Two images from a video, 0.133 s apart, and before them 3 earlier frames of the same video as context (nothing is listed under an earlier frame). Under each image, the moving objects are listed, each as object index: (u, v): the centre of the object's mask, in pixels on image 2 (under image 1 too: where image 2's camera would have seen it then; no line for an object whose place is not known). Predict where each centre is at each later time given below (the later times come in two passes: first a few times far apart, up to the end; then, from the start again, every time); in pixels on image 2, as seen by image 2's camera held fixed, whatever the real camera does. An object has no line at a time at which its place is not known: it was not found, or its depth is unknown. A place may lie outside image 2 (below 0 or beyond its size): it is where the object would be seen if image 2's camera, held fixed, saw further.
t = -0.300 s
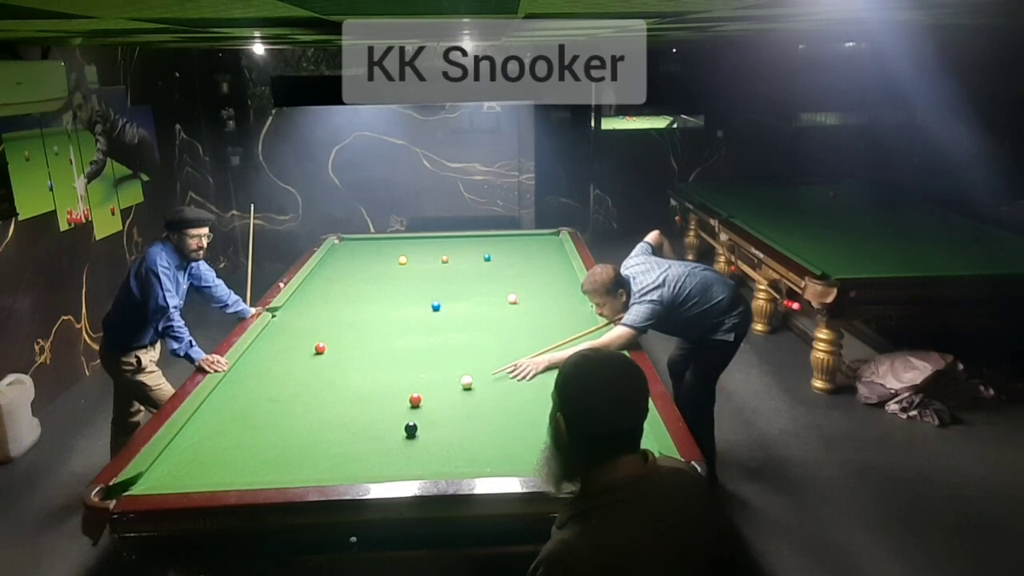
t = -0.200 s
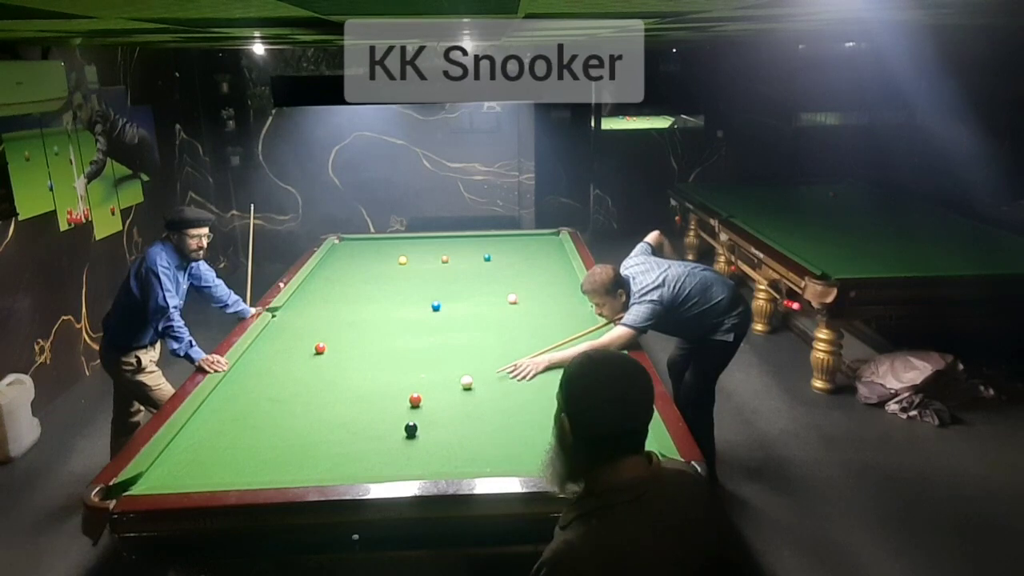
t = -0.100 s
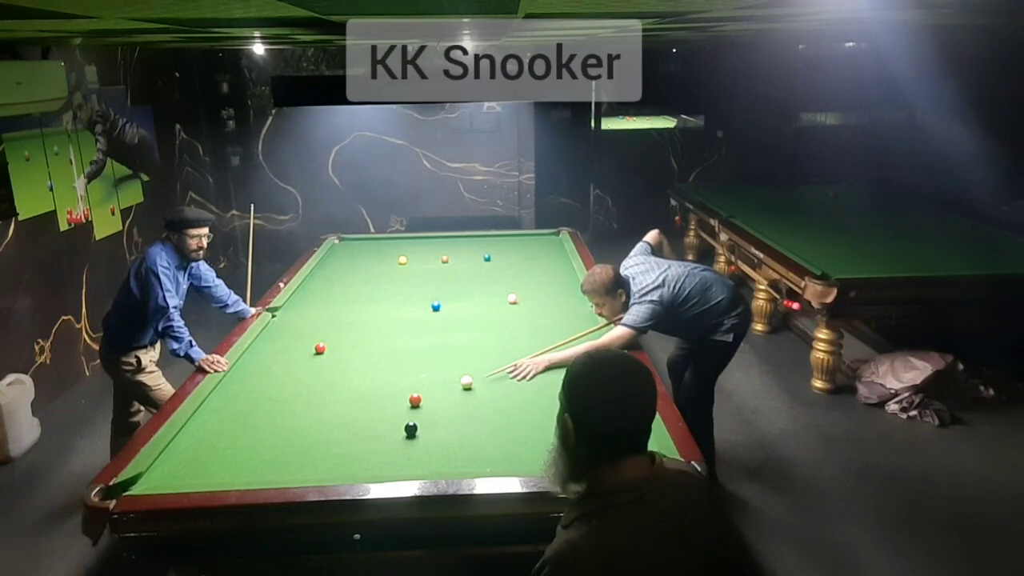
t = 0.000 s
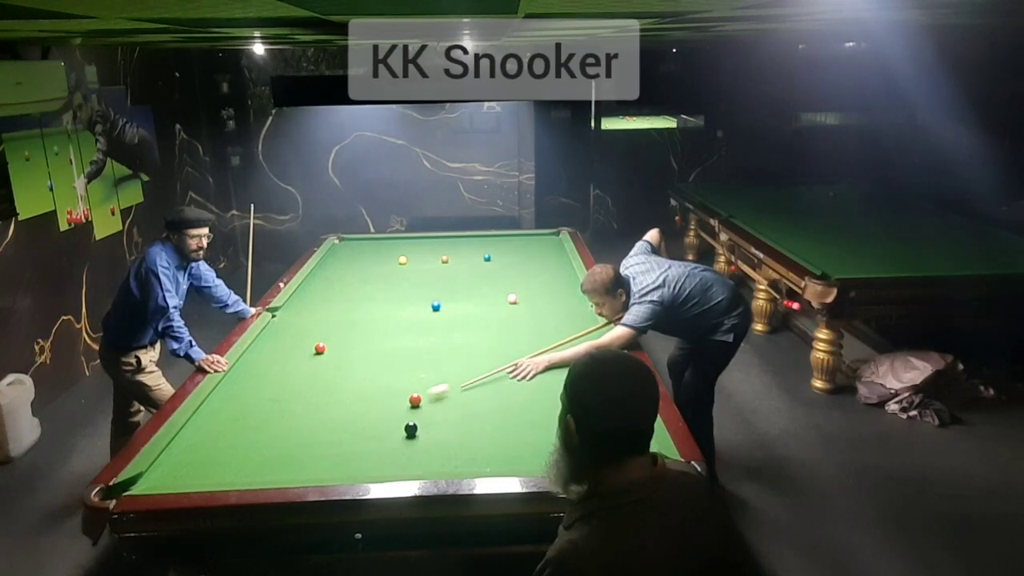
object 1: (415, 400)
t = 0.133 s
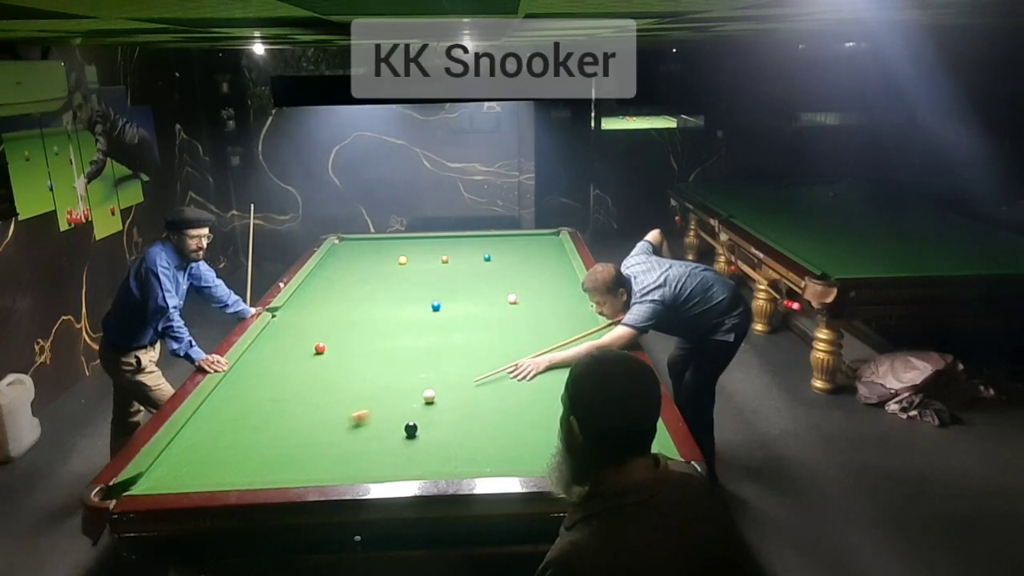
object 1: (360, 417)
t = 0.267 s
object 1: (295, 438)
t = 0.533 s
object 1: (156, 480)
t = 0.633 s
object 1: (105, 499)
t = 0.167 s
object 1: (344, 422)
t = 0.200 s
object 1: (327, 427)
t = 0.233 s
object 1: (311, 433)
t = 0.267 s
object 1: (295, 438)
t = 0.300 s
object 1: (279, 443)
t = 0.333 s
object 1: (263, 448)
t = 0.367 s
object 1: (246, 454)
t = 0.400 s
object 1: (227, 460)
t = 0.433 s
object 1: (212, 465)
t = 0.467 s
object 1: (193, 471)
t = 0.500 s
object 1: (174, 475)
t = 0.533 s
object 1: (156, 480)
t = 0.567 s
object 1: (136, 485)
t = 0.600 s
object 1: (118, 492)
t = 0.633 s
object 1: (105, 499)
